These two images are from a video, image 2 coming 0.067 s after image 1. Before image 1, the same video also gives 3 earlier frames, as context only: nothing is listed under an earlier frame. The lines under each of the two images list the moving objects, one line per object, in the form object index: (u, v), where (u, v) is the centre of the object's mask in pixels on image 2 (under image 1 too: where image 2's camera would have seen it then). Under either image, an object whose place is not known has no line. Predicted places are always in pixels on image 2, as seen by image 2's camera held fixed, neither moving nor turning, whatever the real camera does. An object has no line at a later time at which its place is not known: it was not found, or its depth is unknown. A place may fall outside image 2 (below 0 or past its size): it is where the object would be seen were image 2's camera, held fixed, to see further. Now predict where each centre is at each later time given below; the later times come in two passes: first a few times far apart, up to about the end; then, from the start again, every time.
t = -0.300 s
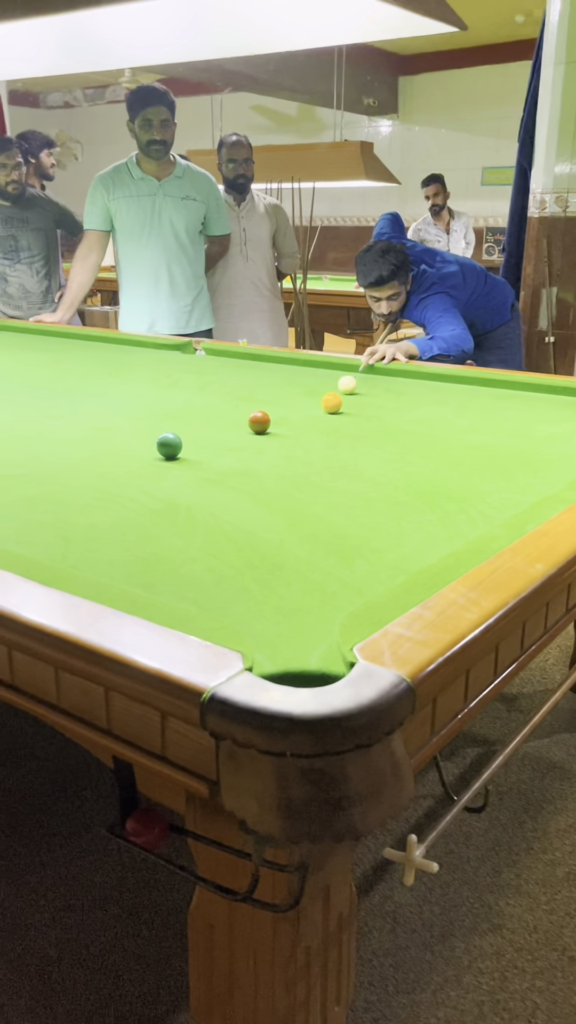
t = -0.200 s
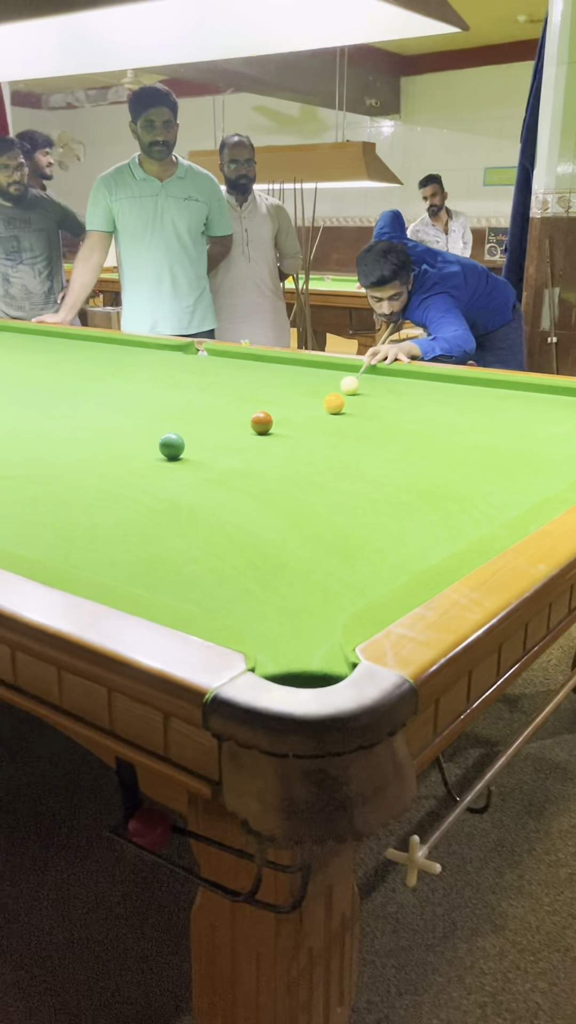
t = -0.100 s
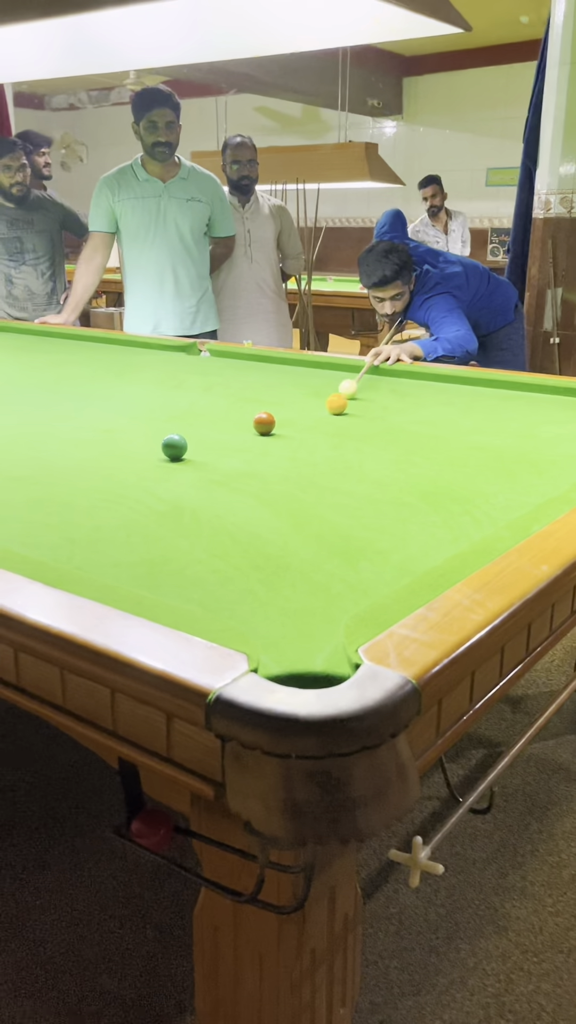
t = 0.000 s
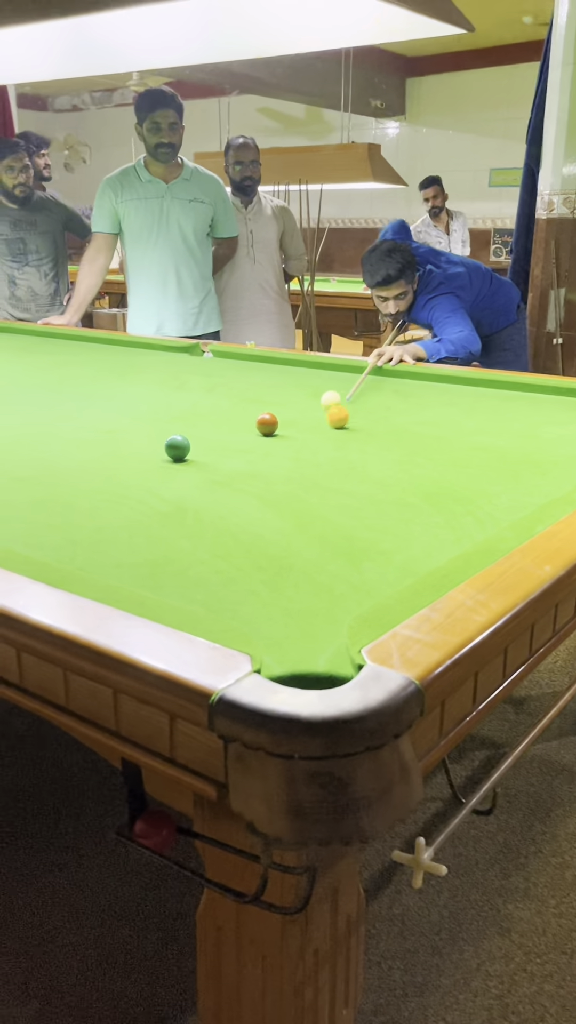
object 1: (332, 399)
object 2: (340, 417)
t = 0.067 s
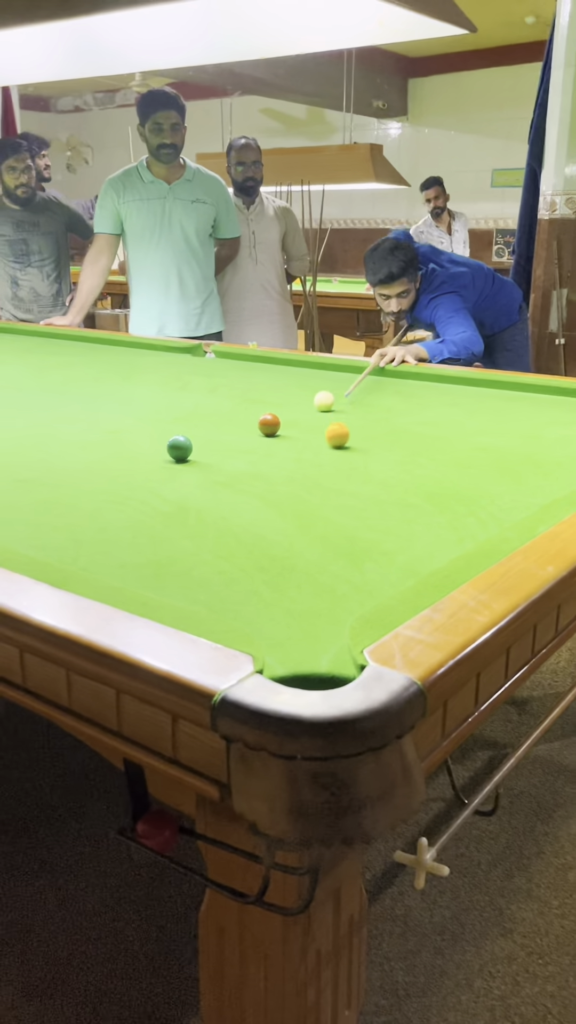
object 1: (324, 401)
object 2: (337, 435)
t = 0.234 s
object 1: (302, 400)
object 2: (330, 488)
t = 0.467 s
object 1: (273, 399)
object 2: (312, 617)
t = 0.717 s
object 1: (246, 398)
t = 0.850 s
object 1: (233, 398)
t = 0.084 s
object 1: (321, 401)
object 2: (336, 440)
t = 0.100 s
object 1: (319, 401)
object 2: (336, 445)
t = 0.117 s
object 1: (317, 401)
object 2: (335, 450)
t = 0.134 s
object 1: (315, 401)
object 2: (335, 455)
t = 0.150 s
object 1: (312, 401)
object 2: (334, 460)
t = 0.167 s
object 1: (310, 401)
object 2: (333, 465)
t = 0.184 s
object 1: (308, 401)
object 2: (332, 471)
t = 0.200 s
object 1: (306, 400)
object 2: (331, 476)
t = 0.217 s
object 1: (304, 400)
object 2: (331, 482)
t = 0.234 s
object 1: (302, 400)
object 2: (330, 488)
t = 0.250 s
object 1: (300, 400)
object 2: (329, 494)
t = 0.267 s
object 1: (297, 400)
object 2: (328, 501)
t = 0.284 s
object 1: (295, 400)
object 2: (327, 508)
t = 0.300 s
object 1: (293, 400)
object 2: (326, 515)
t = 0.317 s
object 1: (291, 400)
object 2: (325, 523)
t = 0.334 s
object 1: (289, 400)
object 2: (324, 531)
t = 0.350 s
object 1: (287, 400)
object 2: (322, 539)
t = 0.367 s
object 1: (285, 400)
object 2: (321, 548)
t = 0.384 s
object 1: (283, 399)
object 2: (320, 558)
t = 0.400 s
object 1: (281, 399)
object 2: (318, 568)
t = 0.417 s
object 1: (279, 399)
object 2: (317, 579)
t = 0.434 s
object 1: (277, 399)
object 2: (315, 591)
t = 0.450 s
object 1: (275, 399)
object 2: (314, 604)
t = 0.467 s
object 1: (273, 399)
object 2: (312, 617)
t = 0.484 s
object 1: (271, 399)
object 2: (309, 632)
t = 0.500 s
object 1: (269, 399)
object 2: (307, 647)
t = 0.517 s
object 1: (268, 399)
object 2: (305, 665)
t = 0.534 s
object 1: (266, 399)
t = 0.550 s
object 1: (264, 399)
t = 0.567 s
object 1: (262, 399)
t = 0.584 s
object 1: (260, 399)
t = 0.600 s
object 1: (258, 399)
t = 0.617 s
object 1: (257, 399)
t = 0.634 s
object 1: (255, 399)
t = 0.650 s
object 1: (253, 399)
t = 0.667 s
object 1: (251, 399)
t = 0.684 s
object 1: (250, 398)
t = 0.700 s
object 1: (248, 398)
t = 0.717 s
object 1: (246, 398)
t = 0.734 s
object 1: (244, 398)
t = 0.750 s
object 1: (243, 398)
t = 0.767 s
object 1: (241, 398)
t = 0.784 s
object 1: (239, 398)
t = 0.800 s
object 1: (238, 398)
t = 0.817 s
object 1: (236, 398)
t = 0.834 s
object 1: (235, 398)
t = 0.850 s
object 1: (233, 398)
